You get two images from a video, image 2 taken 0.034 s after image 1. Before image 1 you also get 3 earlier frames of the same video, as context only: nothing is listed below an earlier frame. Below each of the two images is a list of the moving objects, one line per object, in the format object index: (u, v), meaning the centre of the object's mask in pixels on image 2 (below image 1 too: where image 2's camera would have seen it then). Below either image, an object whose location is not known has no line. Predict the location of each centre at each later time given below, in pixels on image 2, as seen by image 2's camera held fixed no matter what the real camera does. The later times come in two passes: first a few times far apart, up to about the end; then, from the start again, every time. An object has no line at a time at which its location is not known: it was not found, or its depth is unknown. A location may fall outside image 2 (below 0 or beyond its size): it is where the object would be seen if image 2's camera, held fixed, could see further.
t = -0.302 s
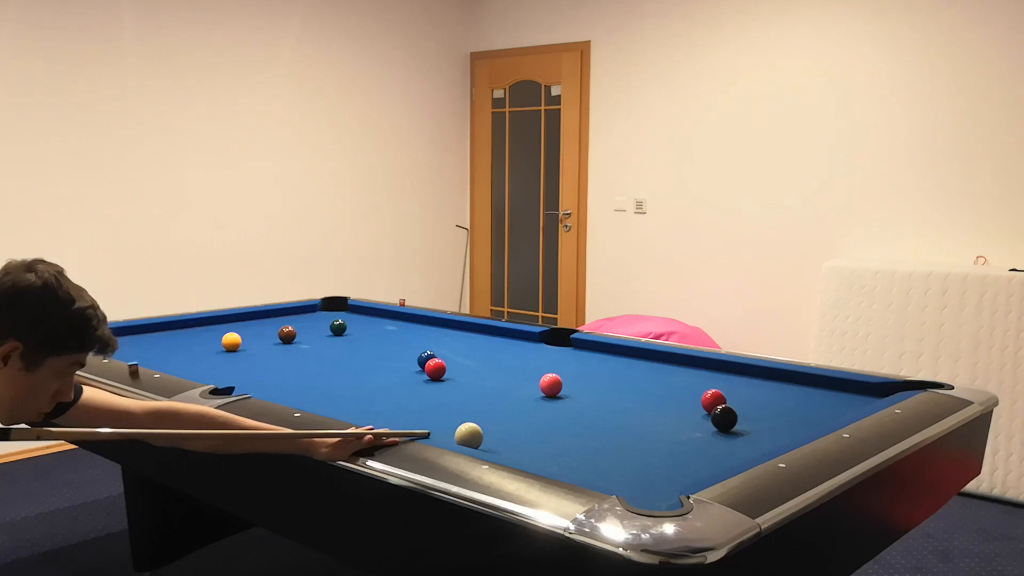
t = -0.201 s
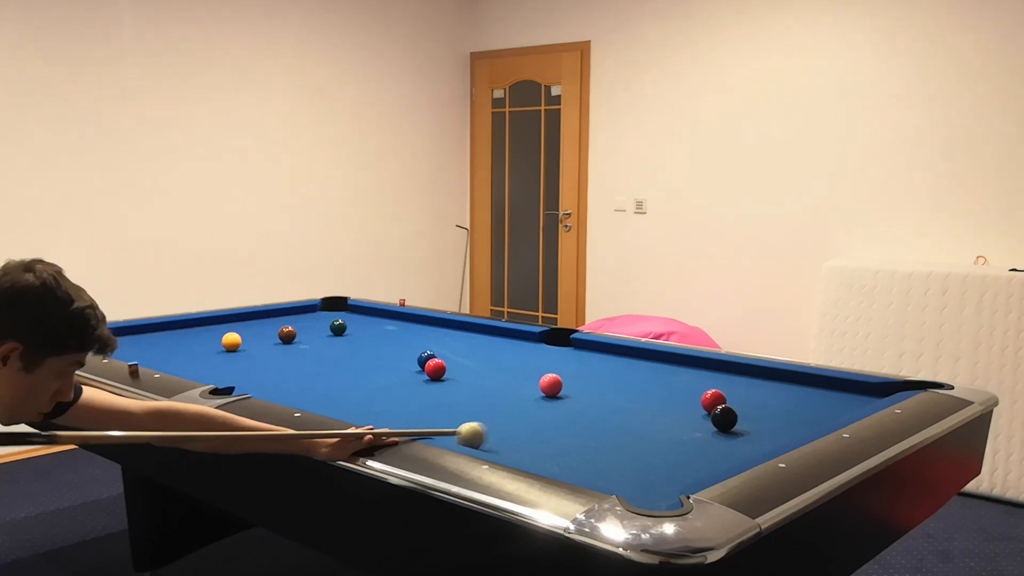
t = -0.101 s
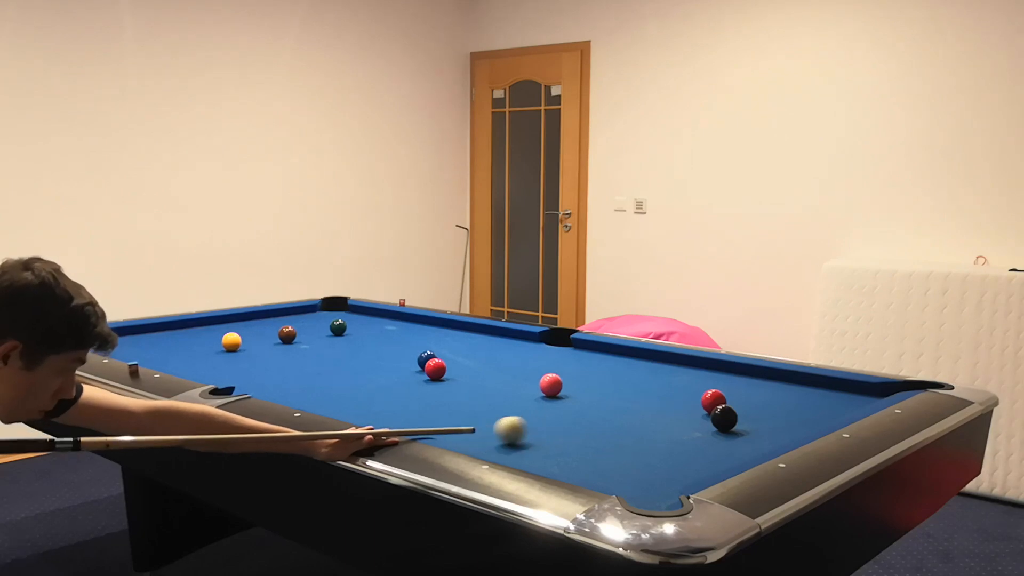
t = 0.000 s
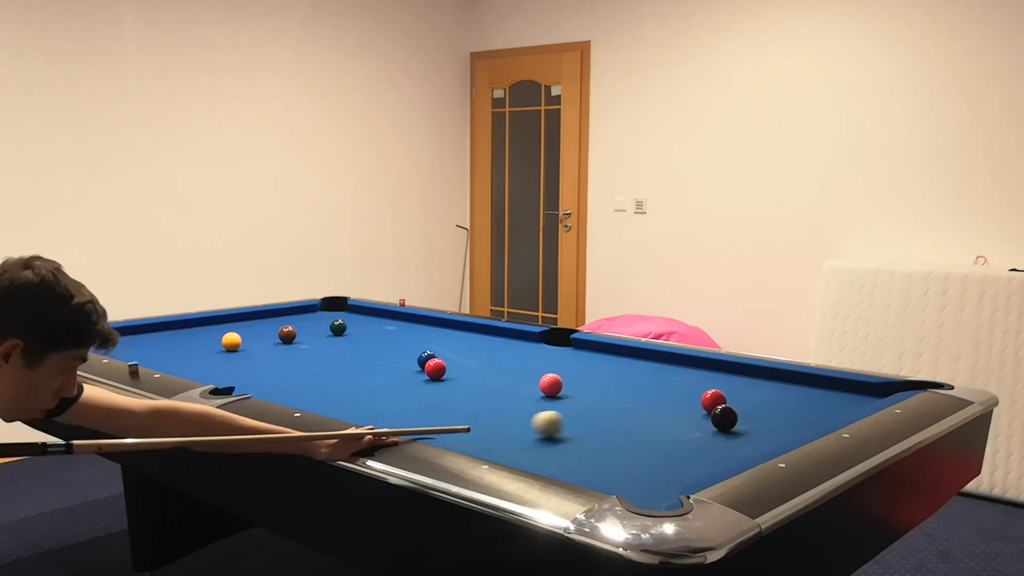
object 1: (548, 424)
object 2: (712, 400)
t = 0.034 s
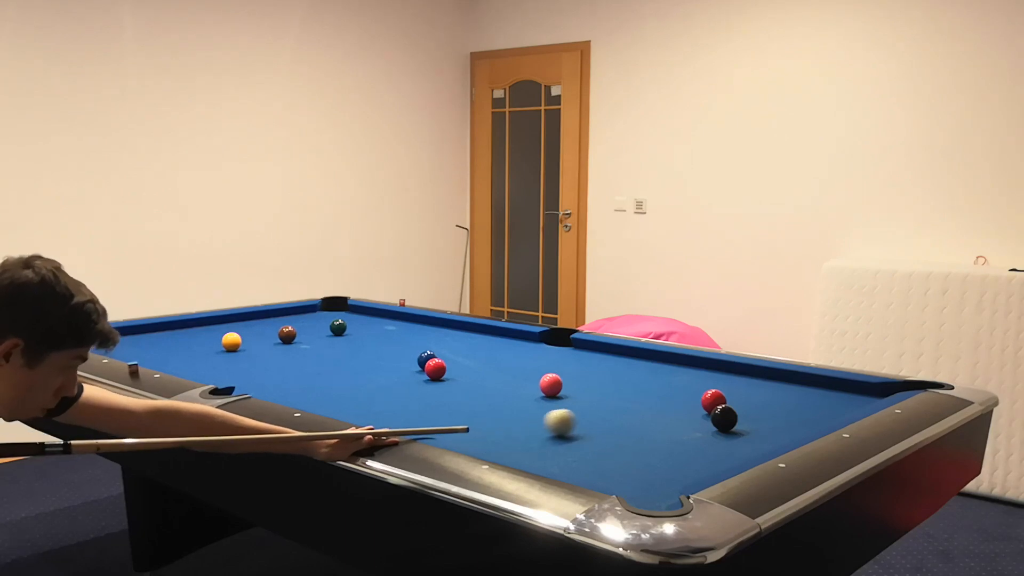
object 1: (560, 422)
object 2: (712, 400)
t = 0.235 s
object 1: (627, 412)
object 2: (712, 400)
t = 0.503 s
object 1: (690, 401)
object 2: (732, 398)
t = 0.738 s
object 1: (695, 395)
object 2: (777, 397)
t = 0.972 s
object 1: (699, 390)
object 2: (819, 394)
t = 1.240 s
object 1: (704, 384)
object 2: (861, 391)
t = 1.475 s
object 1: (708, 380)
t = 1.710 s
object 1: (711, 376)
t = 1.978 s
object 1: (714, 372)
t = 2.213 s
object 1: (717, 369)
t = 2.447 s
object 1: (718, 366)
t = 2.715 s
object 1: (718, 364)
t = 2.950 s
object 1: (711, 364)
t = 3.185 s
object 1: (706, 365)
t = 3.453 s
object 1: (700, 365)
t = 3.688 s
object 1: (697, 365)
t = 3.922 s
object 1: (696, 365)
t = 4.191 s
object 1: (695, 365)
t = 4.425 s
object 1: (695, 365)
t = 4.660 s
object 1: (695, 365)
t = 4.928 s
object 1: (695, 365)
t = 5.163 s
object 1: (695, 365)
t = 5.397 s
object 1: (695, 365)
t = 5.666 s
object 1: (695, 365)
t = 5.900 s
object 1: (695, 365)
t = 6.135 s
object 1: (695, 365)
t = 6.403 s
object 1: (695, 365)
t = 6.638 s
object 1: (695, 365)
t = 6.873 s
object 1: (695, 365)
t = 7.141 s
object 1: (695, 365)
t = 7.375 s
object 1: (695, 365)
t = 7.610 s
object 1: (695, 365)
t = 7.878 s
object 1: (695, 365)
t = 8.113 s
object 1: (695, 365)
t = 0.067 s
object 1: (571, 420)
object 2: (712, 400)
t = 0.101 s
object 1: (583, 418)
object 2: (712, 400)
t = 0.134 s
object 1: (594, 417)
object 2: (712, 400)
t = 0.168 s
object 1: (605, 415)
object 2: (712, 400)
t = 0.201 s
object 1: (616, 413)
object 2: (712, 400)
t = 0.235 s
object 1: (627, 412)
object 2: (712, 400)
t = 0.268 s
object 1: (638, 410)
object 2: (712, 400)
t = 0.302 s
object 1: (649, 408)
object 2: (712, 400)
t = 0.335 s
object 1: (659, 407)
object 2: (712, 400)
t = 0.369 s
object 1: (669, 405)
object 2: (712, 400)
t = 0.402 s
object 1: (679, 404)
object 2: (712, 400)
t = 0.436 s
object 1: (688, 403)
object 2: (713, 400)
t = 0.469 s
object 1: (690, 402)
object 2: (722, 398)
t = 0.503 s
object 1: (690, 401)
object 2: (732, 398)
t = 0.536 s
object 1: (691, 400)
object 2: (739, 399)
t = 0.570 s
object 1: (691, 400)
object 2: (746, 399)
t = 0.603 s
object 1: (692, 399)
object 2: (753, 399)
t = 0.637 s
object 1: (693, 398)
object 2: (759, 399)
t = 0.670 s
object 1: (693, 397)
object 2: (765, 398)
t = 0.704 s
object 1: (694, 396)
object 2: (771, 398)
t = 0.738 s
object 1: (695, 395)
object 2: (777, 397)
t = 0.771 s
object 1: (695, 394)
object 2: (783, 397)
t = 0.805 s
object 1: (696, 394)
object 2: (789, 397)
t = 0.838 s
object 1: (697, 393)
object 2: (795, 396)
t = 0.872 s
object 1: (697, 392)
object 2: (801, 396)
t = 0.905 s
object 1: (698, 391)
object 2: (807, 395)
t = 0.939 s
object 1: (699, 390)
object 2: (813, 395)
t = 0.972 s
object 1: (699, 390)
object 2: (819, 394)
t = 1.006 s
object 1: (700, 389)
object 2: (824, 394)
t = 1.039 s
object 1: (700, 388)
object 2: (830, 394)
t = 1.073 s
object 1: (701, 388)
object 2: (835, 393)
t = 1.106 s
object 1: (702, 387)
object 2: (841, 393)
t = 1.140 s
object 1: (702, 386)
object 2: (846, 392)
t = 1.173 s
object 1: (703, 386)
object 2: (851, 392)
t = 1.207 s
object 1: (703, 385)
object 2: (856, 392)
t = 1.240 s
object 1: (704, 384)
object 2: (861, 391)
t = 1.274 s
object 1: (705, 384)
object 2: (867, 391)
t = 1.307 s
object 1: (705, 383)
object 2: (872, 390)
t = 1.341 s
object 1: (706, 382)
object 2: (876, 390)
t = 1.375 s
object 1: (706, 382)
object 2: (881, 389)
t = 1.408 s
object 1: (707, 381)
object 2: (886, 388)
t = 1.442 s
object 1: (707, 380)
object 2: (891, 387)
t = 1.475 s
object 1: (708, 380)
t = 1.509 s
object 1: (708, 379)
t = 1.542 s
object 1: (709, 379)
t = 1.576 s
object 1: (709, 378)
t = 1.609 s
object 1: (710, 378)
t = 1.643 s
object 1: (710, 377)
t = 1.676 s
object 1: (711, 377)
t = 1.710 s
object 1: (711, 376)
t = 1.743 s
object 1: (712, 376)
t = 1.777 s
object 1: (712, 375)
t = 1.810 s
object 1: (713, 374)
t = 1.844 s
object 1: (713, 374)
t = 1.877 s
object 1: (713, 373)
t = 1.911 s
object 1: (714, 373)
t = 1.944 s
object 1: (714, 372)
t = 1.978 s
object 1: (714, 372)
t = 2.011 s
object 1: (715, 371)
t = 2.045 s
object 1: (715, 371)
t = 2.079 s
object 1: (715, 371)
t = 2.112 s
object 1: (716, 370)
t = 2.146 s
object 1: (716, 370)
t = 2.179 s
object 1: (716, 370)
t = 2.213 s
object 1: (717, 369)
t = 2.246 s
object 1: (717, 369)
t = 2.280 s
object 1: (717, 368)
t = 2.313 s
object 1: (717, 368)
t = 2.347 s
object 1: (718, 367)
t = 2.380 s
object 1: (718, 367)
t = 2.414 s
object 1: (718, 367)
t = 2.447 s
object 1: (718, 366)
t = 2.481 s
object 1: (718, 366)
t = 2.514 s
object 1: (719, 365)
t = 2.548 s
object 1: (719, 365)
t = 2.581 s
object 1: (719, 365)
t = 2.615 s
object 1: (719, 364)
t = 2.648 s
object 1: (719, 364)
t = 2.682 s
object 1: (719, 364)
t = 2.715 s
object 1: (718, 364)
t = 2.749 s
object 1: (717, 364)
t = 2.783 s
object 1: (716, 364)
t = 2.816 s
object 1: (715, 364)
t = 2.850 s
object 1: (714, 364)
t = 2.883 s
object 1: (713, 364)
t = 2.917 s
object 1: (712, 364)
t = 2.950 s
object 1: (711, 364)
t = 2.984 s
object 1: (710, 364)
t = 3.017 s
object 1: (710, 365)
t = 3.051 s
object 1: (709, 365)
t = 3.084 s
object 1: (708, 365)
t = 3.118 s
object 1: (707, 365)
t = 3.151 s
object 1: (707, 365)
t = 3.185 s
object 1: (706, 365)
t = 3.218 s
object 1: (705, 365)
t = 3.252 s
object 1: (704, 365)
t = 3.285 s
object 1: (704, 365)
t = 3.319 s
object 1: (703, 365)
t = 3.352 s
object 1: (702, 365)
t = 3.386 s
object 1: (702, 365)
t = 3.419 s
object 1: (701, 365)
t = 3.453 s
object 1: (700, 365)
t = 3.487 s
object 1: (700, 365)
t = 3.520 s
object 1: (699, 365)
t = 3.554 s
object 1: (699, 365)
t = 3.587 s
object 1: (698, 365)
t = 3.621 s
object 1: (698, 365)
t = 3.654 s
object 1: (697, 365)
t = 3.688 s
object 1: (697, 365)
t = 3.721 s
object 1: (697, 365)
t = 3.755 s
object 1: (696, 365)
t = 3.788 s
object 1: (696, 365)
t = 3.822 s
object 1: (696, 365)
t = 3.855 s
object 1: (696, 365)
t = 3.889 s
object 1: (696, 365)
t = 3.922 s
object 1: (696, 365)
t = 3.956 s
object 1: (695, 365)
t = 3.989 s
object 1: (695, 365)
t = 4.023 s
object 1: (695, 365)
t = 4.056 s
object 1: (695, 365)
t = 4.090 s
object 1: (695, 365)
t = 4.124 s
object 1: (695, 365)
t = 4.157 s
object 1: (695, 365)
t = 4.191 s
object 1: (695, 365)
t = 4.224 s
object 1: (695, 365)
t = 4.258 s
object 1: (695, 365)
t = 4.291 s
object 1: (695, 365)
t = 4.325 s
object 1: (695, 365)
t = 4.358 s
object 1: (695, 365)
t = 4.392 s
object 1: (695, 365)
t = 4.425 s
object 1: (695, 365)
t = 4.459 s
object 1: (695, 365)
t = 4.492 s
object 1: (695, 365)
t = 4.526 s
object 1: (695, 365)
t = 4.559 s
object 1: (695, 365)
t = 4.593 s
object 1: (695, 365)
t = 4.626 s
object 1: (695, 365)
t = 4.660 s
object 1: (695, 365)
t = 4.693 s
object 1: (695, 365)
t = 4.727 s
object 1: (695, 365)
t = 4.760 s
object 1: (695, 365)
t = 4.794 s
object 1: (695, 365)
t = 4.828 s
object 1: (695, 365)
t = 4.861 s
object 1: (695, 365)
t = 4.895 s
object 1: (695, 365)
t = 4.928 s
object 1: (695, 365)
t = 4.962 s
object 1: (695, 365)
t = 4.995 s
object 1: (695, 365)
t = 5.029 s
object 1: (695, 365)
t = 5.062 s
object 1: (695, 365)
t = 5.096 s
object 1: (695, 365)
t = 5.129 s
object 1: (695, 365)
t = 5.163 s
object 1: (695, 365)
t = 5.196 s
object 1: (695, 365)
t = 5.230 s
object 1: (695, 365)
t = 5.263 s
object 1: (695, 365)
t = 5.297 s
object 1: (695, 365)
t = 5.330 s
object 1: (695, 365)
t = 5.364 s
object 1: (695, 365)
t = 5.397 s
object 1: (695, 365)
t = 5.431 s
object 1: (695, 365)
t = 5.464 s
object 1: (695, 365)
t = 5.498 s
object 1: (695, 365)
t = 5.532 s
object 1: (695, 365)
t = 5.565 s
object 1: (695, 365)
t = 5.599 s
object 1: (695, 365)
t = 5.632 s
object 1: (695, 365)
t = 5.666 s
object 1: (695, 365)
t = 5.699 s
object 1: (695, 365)
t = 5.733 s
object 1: (695, 365)
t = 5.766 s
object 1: (695, 365)
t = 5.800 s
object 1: (695, 365)
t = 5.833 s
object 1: (695, 365)
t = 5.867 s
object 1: (695, 365)
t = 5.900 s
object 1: (695, 365)
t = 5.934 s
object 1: (695, 365)
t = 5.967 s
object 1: (695, 365)
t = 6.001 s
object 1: (695, 365)
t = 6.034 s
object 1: (695, 365)
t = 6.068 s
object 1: (695, 365)
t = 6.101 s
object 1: (695, 365)
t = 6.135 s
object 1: (695, 365)
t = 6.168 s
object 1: (695, 365)
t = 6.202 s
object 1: (695, 365)
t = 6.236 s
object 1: (695, 365)
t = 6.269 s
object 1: (695, 365)
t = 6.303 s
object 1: (695, 365)
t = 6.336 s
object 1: (695, 365)
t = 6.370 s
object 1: (695, 365)
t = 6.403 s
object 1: (695, 365)
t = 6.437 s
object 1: (695, 365)
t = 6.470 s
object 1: (695, 365)
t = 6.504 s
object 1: (695, 365)
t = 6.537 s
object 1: (695, 365)
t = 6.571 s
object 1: (695, 365)
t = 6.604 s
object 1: (695, 365)
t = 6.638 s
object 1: (695, 365)
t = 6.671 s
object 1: (695, 365)
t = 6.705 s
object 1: (695, 365)
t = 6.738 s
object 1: (695, 365)
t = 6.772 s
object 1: (695, 365)
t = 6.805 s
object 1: (695, 365)
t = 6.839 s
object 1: (695, 365)
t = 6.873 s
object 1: (695, 365)
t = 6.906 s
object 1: (695, 365)
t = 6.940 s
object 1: (695, 365)
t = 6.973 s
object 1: (695, 365)
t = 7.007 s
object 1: (695, 365)
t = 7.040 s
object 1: (695, 365)
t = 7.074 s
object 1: (695, 365)
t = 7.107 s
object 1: (695, 365)
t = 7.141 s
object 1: (695, 365)
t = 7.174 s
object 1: (695, 365)
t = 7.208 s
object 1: (695, 365)
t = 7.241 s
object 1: (695, 365)
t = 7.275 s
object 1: (695, 365)
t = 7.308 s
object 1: (695, 365)
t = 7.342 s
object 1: (695, 365)
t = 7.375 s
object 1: (695, 365)
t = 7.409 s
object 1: (695, 365)
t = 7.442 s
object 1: (695, 365)
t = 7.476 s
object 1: (695, 365)
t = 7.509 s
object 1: (695, 365)
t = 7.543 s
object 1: (695, 365)
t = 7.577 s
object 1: (695, 365)
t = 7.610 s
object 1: (695, 365)
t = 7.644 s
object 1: (695, 365)
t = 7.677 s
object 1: (695, 365)
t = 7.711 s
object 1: (695, 365)
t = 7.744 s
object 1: (695, 365)
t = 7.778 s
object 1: (695, 365)
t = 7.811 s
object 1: (695, 365)
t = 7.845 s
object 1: (695, 365)
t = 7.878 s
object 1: (695, 365)
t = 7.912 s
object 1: (695, 365)
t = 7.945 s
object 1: (695, 365)
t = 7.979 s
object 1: (695, 365)
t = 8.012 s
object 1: (695, 365)
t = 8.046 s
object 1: (695, 365)
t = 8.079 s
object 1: (695, 365)
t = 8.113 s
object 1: (695, 365)
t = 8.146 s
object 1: (695, 365)
